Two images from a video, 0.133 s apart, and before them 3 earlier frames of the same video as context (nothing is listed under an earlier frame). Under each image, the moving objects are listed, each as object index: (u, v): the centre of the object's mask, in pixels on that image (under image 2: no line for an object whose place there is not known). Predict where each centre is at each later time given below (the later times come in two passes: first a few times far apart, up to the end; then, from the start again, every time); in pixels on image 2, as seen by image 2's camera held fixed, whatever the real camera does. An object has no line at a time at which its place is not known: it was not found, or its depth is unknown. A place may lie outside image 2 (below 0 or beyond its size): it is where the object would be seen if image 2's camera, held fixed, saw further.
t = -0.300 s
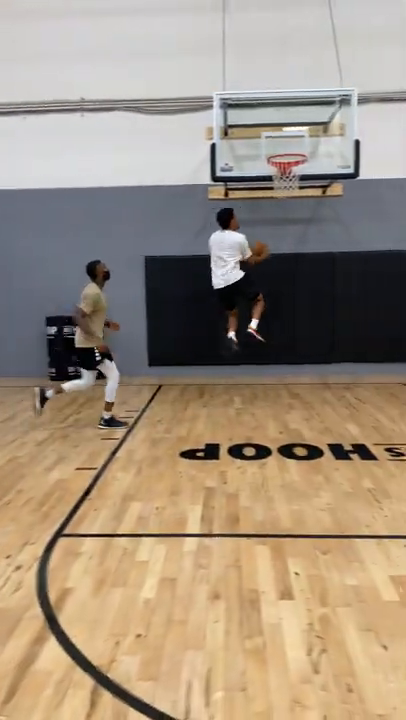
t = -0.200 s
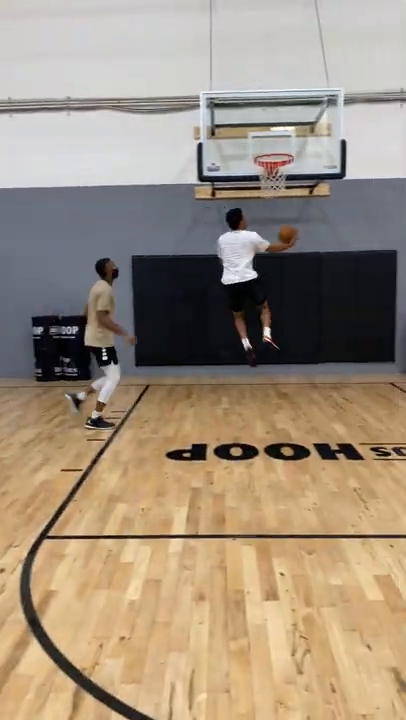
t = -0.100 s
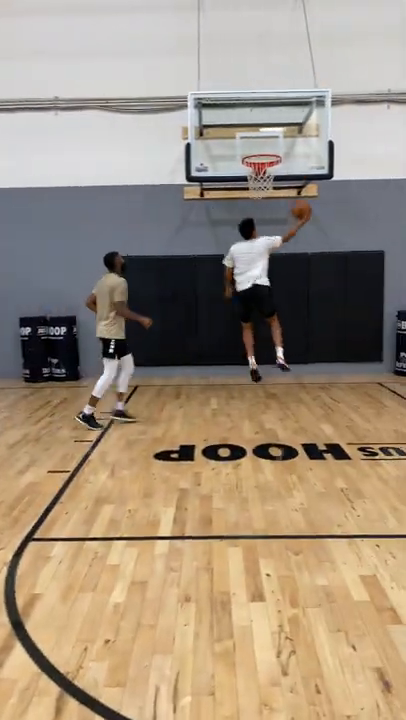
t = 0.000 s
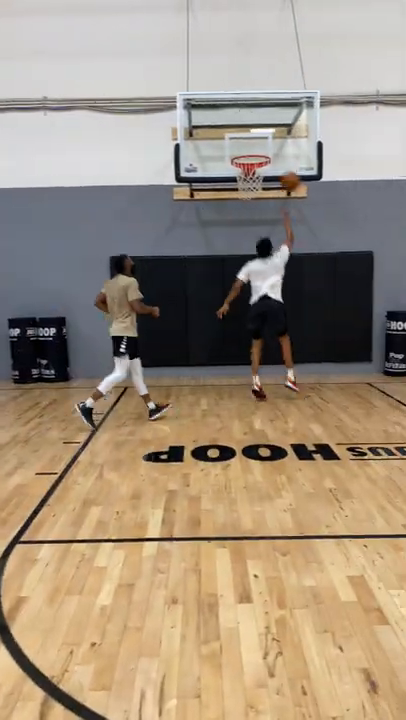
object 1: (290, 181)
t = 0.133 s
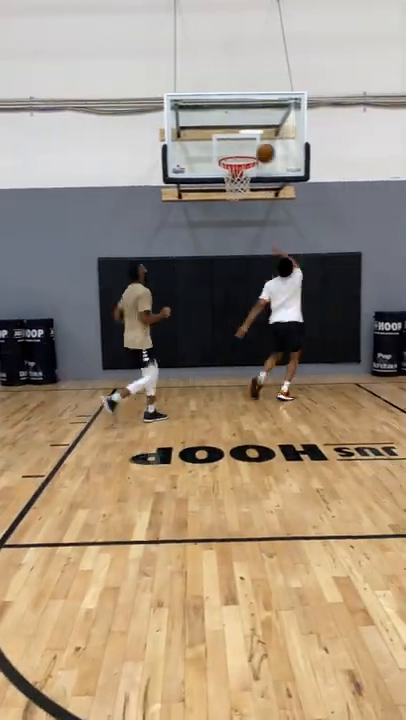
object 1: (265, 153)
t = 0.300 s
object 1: (252, 139)
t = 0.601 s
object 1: (232, 172)
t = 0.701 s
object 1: (225, 197)
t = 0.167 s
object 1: (262, 147)
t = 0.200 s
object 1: (259, 143)
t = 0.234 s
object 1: (257, 141)
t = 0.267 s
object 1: (254, 139)
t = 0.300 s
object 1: (252, 139)
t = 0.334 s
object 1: (249, 139)
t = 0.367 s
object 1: (247, 140)
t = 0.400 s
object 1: (244, 142)
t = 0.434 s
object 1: (242, 145)
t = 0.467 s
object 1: (239, 148)
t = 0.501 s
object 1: (237, 153)
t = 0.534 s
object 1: (235, 157)
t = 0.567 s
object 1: (233, 167)
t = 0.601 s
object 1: (232, 172)
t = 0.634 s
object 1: (227, 181)
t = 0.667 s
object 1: (226, 189)
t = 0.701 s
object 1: (225, 197)
